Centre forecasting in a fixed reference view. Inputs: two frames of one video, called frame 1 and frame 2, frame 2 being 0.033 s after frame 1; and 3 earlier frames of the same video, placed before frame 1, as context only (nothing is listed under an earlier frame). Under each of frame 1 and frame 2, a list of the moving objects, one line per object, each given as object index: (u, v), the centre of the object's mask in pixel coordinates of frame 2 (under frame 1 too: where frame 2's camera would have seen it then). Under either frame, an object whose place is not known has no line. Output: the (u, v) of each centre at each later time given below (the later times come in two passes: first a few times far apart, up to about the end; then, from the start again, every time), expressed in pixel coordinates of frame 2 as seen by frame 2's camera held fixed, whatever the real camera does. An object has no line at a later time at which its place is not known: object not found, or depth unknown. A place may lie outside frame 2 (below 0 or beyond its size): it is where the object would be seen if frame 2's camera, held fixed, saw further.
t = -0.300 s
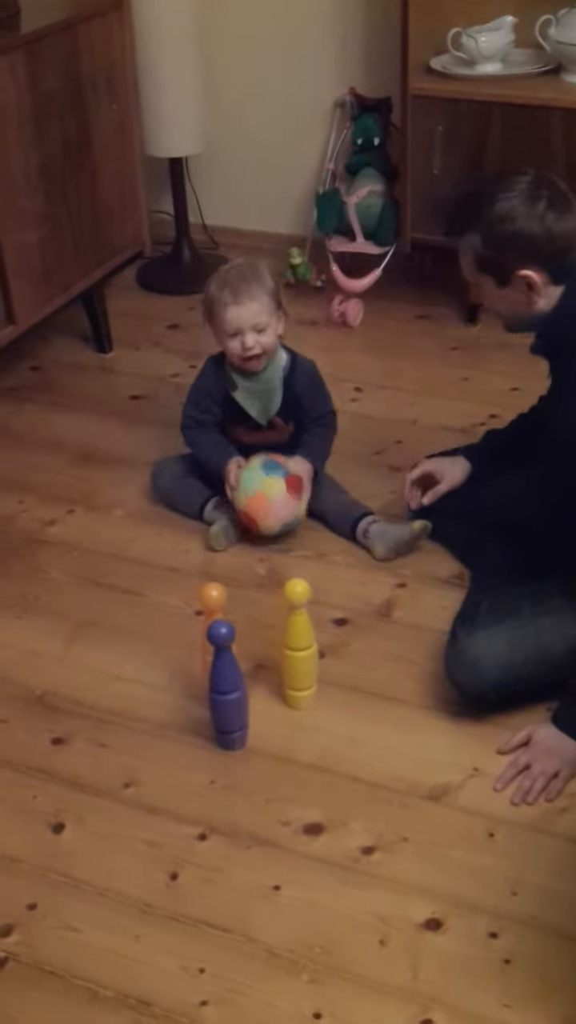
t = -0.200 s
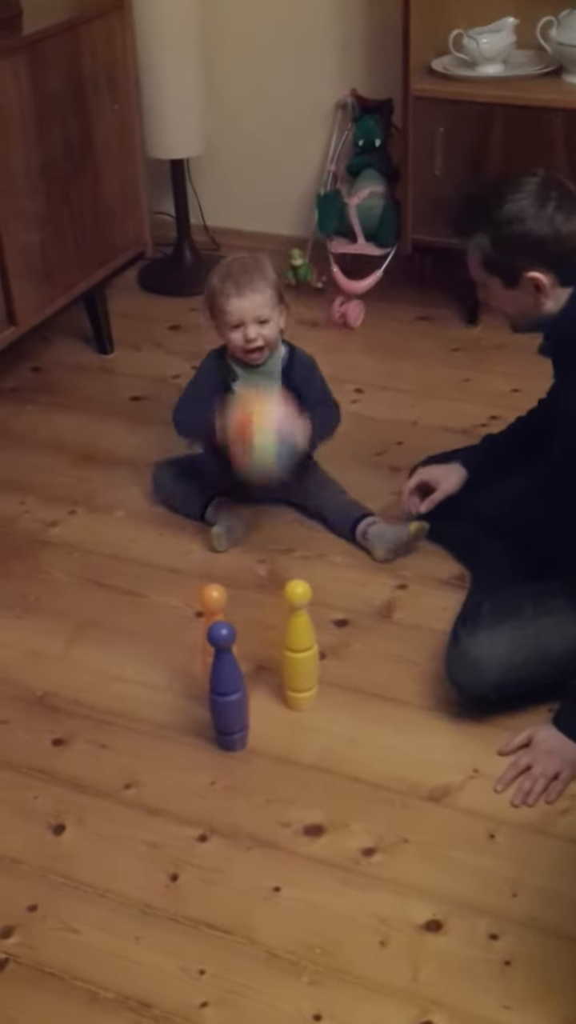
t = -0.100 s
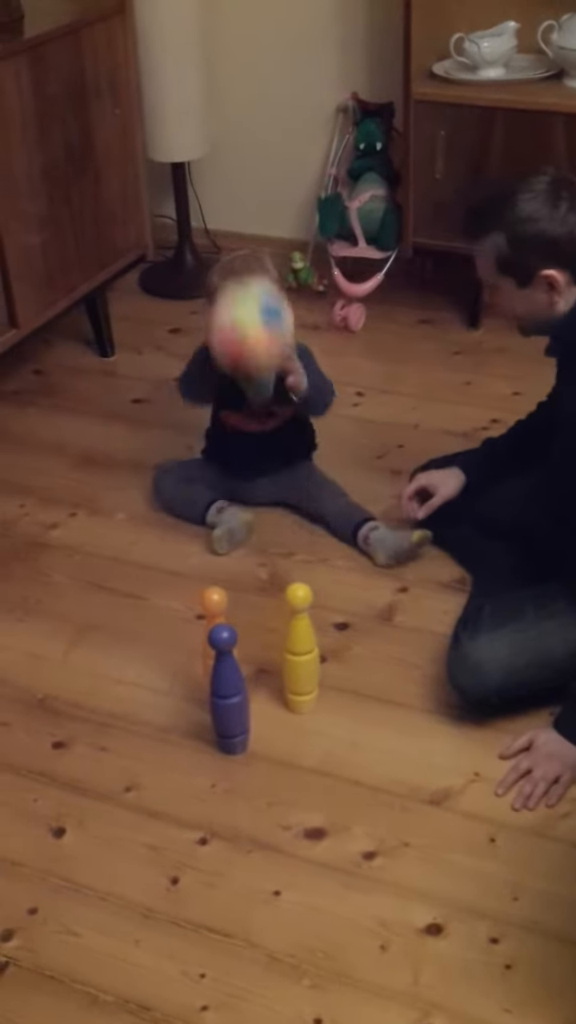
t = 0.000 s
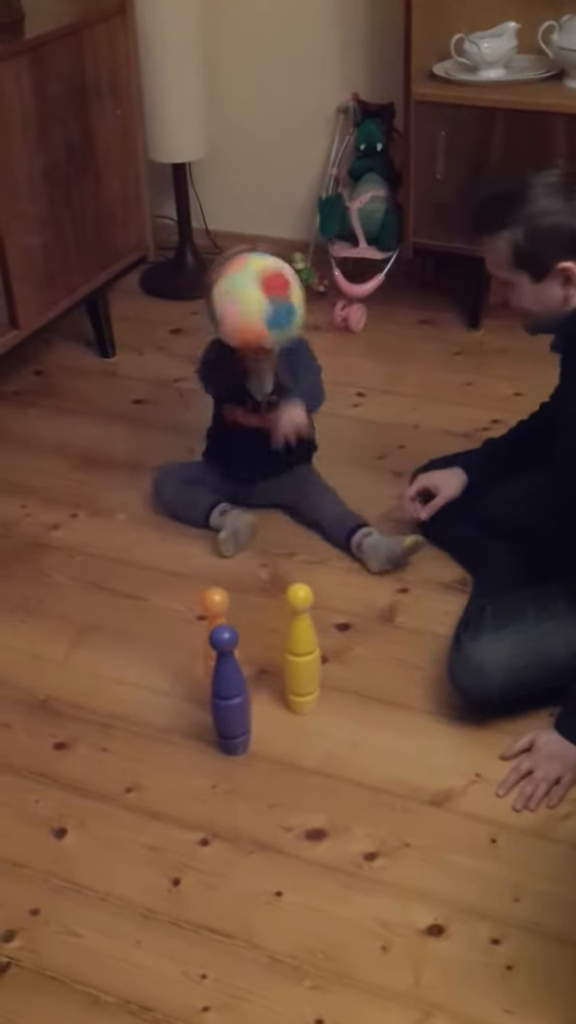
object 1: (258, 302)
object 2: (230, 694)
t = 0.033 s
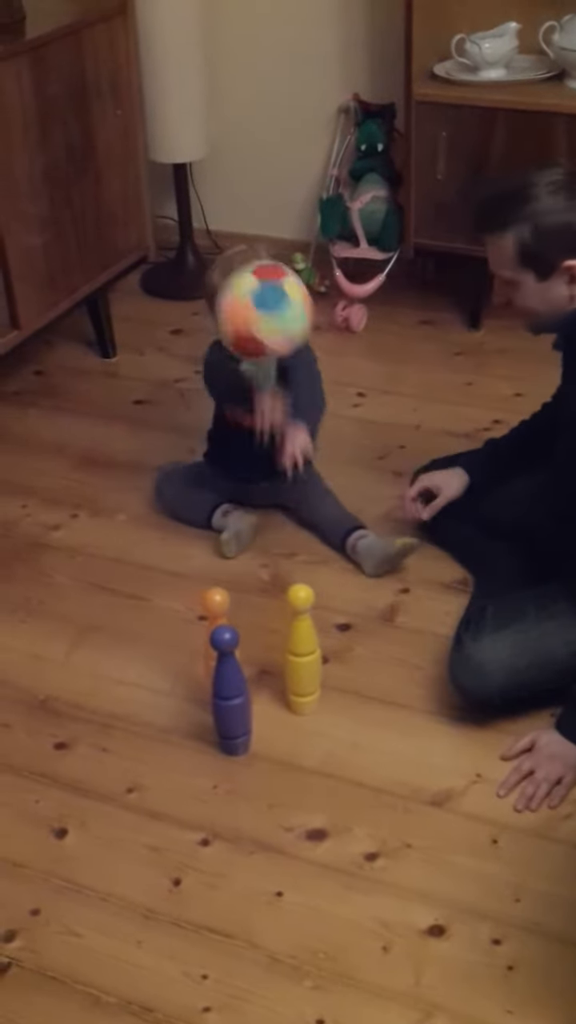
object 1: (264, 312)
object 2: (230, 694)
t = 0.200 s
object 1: (300, 457)
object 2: (230, 694)
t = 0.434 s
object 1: (386, 689)
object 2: (214, 713)
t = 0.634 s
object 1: (497, 832)
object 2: (182, 749)
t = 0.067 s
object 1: (268, 331)
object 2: (230, 694)
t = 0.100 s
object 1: (278, 350)
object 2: (230, 694)
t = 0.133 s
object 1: (286, 384)
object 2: (230, 694)
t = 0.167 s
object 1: (294, 419)
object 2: (230, 694)
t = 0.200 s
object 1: (300, 457)
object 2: (230, 694)
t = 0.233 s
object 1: (308, 501)
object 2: (230, 694)
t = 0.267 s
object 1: (319, 550)
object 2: (230, 694)
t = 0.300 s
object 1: (328, 588)
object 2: (230, 694)
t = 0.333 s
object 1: (341, 603)
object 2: (230, 695)
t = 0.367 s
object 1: (359, 626)
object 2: (228, 697)
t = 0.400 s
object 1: (369, 658)
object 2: (221, 704)
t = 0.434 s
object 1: (386, 689)
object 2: (214, 713)
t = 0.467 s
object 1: (398, 739)
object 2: (208, 721)
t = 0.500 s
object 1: (410, 791)
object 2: (202, 728)
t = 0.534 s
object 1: (426, 839)
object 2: (197, 735)
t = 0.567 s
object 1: (448, 850)
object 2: (192, 740)
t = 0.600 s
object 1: (474, 841)
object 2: (187, 744)
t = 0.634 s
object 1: (497, 832)
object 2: (182, 749)
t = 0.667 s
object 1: (524, 836)
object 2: (175, 756)
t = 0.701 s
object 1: (543, 843)
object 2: (169, 764)
